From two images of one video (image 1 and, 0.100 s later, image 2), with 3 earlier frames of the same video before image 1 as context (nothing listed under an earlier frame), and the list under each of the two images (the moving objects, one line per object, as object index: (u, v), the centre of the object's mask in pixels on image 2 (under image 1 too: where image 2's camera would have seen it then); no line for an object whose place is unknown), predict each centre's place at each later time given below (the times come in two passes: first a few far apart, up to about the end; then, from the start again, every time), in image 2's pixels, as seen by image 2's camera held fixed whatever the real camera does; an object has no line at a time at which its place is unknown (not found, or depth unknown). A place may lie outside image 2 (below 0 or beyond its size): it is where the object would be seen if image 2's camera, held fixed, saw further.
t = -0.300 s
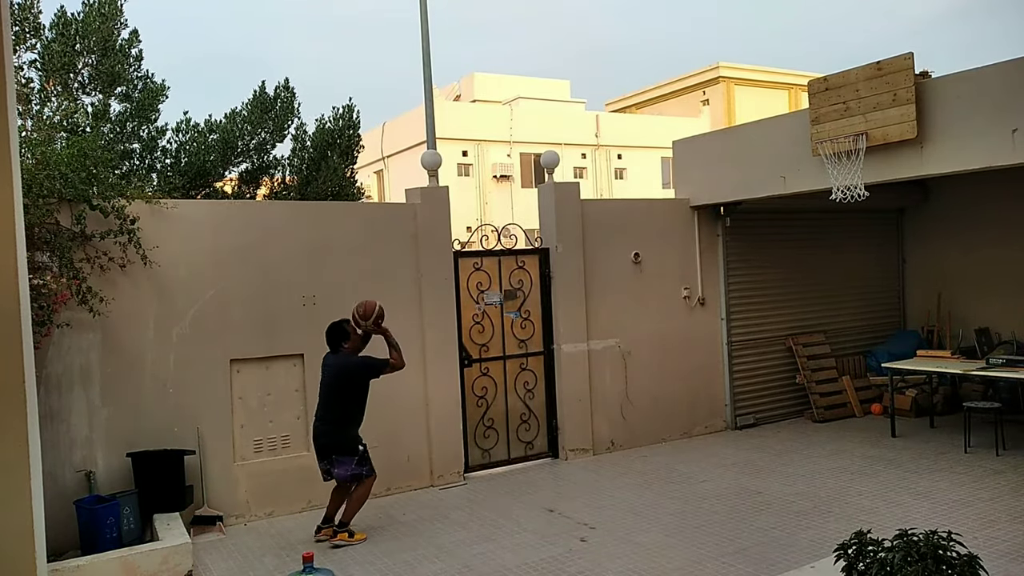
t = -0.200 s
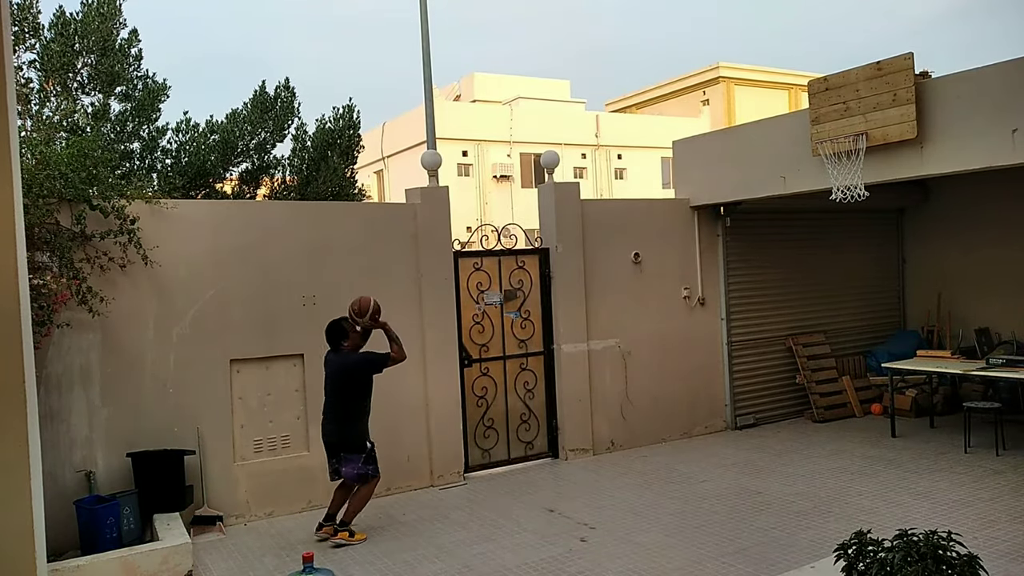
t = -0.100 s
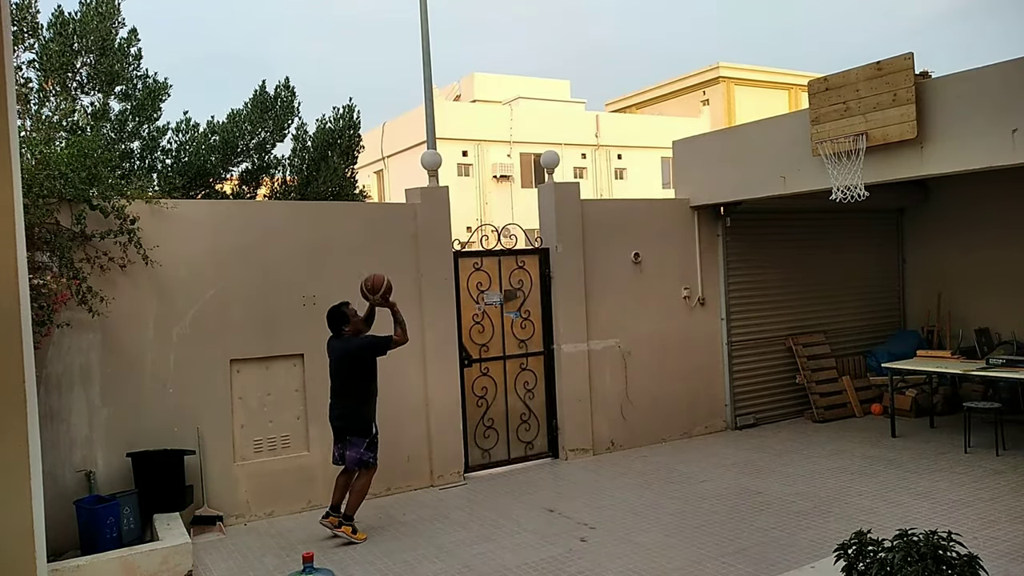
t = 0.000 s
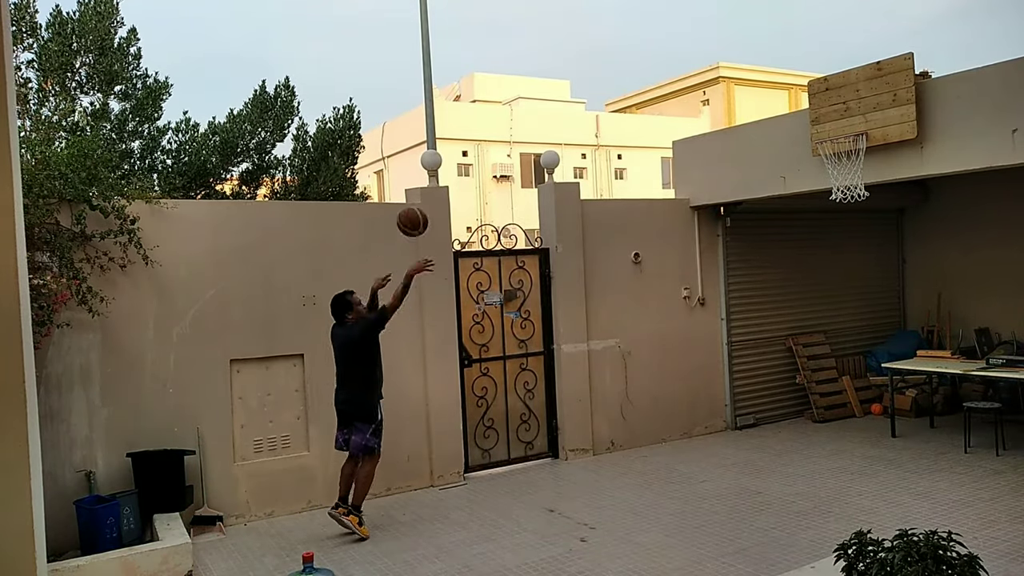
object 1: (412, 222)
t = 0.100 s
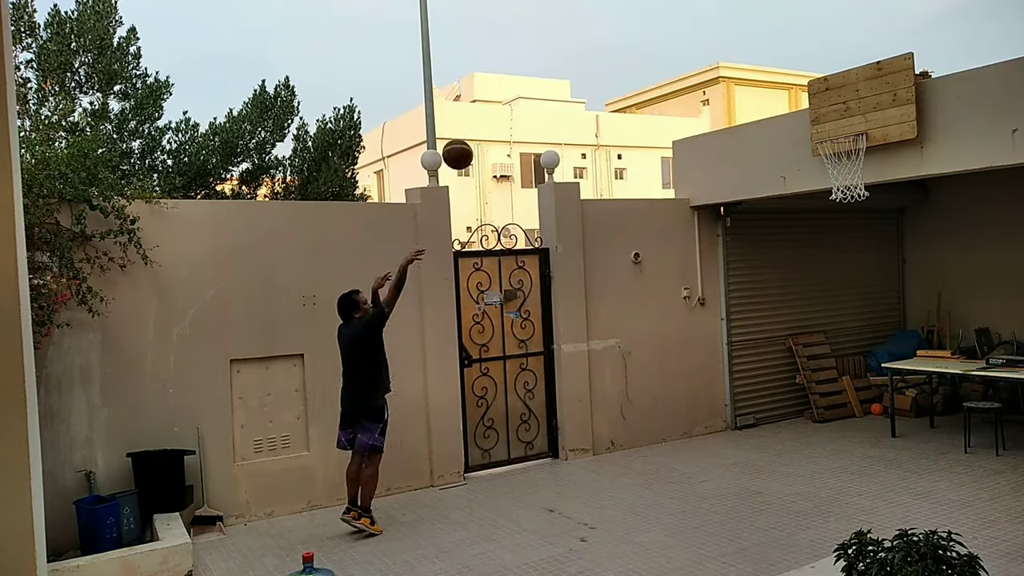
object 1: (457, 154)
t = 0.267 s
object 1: (532, 71)
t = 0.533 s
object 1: (652, 13)
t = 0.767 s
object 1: (755, 34)
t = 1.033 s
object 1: (854, 122)
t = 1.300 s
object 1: (823, 124)
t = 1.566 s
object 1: (793, 147)
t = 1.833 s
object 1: (765, 245)
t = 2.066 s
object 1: (745, 396)
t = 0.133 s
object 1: (472, 135)
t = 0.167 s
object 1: (487, 117)
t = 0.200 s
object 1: (502, 100)
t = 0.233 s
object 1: (517, 85)
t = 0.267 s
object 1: (532, 71)
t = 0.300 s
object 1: (547, 59)
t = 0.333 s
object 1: (562, 48)
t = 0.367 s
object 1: (577, 39)
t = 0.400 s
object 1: (592, 31)
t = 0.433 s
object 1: (607, 24)
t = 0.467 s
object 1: (622, 19)
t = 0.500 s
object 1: (637, 15)
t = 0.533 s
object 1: (652, 13)
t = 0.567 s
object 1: (666, 13)
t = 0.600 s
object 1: (681, 13)
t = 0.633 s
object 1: (696, 14)
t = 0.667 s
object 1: (711, 16)
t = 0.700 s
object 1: (725, 21)
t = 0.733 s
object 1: (740, 27)
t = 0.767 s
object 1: (755, 34)
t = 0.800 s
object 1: (769, 43)
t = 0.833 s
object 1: (784, 53)
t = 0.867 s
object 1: (799, 64)
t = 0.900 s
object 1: (813, 77)
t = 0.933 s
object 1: (827, 91)
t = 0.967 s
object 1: (842, 106)
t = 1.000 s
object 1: (856, 122)
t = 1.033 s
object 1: (854, 122)
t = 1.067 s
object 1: (850, 120)
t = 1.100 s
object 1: (847, 120)
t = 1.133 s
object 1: (843, 120)
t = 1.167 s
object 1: (840, 123)
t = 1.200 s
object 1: (836, 125)
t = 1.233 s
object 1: (832, 123)
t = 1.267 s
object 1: (827, 123)
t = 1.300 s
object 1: (823, 124)
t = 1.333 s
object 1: (819, 126)
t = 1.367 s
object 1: (815, 127)
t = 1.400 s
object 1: (811, 128)
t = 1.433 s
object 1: (808, 129)
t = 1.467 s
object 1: (804, 132)
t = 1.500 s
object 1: (800, 136)
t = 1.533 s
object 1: (796, 141)
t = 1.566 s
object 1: (793, 147)
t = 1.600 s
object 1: (789, 155)
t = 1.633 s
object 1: (785, 164)
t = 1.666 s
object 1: (782, 174)
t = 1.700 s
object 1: (778, 186)
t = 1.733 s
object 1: (774, 198)
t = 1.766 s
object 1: (771, 212)
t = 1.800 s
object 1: (768, 228)
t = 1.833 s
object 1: (765, 245)
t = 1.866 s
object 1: (762, 262)
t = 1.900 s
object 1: (759, 281)
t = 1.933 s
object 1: (755, 302)
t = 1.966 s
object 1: (753, 323)
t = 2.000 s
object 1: (750, 346)
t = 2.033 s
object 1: (747, 370)
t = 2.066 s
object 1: (745, 396)
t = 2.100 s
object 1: (743, 424)
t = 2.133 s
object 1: (740, 451)
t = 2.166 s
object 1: (737, 462)
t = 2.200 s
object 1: (732, 440)
